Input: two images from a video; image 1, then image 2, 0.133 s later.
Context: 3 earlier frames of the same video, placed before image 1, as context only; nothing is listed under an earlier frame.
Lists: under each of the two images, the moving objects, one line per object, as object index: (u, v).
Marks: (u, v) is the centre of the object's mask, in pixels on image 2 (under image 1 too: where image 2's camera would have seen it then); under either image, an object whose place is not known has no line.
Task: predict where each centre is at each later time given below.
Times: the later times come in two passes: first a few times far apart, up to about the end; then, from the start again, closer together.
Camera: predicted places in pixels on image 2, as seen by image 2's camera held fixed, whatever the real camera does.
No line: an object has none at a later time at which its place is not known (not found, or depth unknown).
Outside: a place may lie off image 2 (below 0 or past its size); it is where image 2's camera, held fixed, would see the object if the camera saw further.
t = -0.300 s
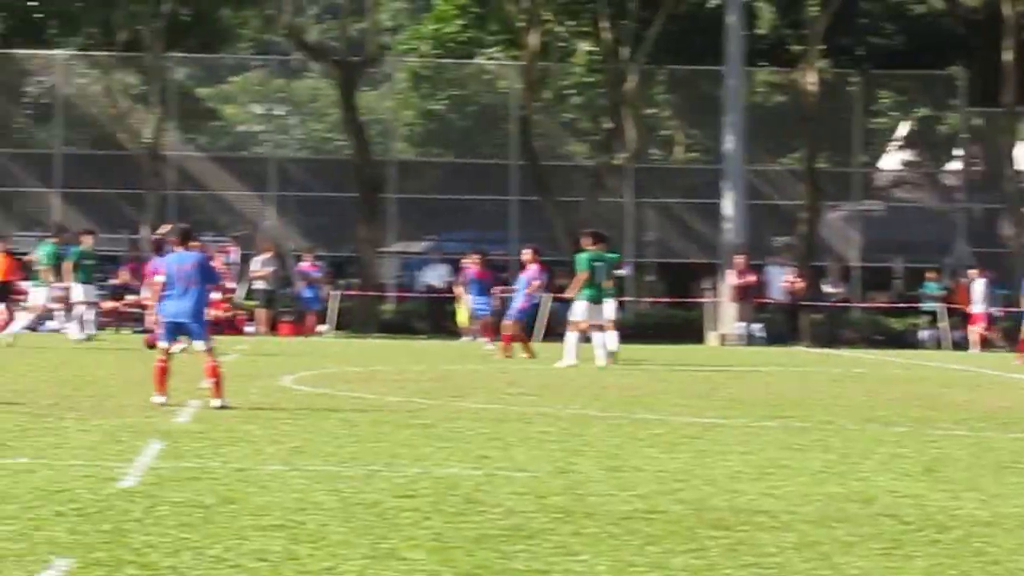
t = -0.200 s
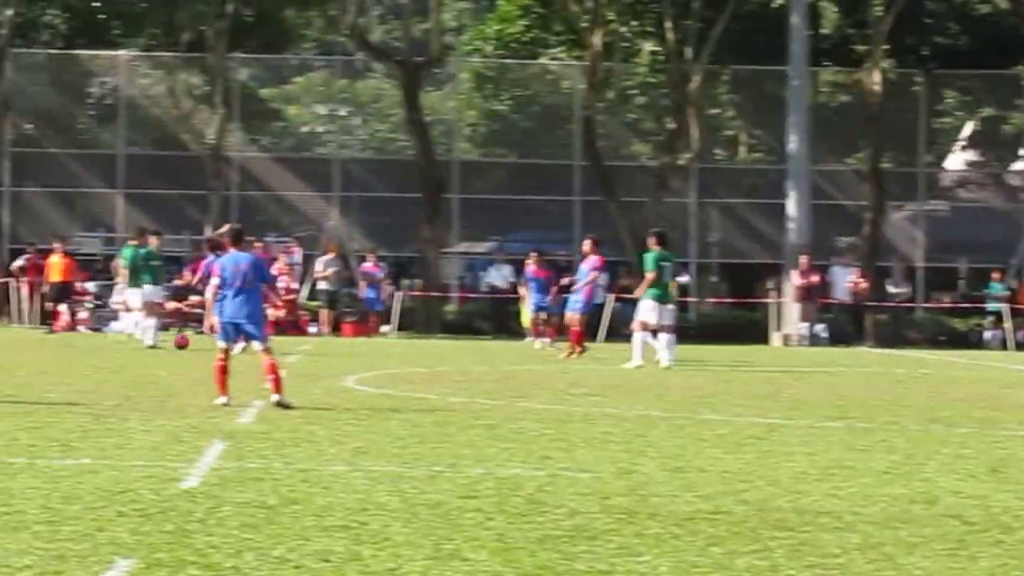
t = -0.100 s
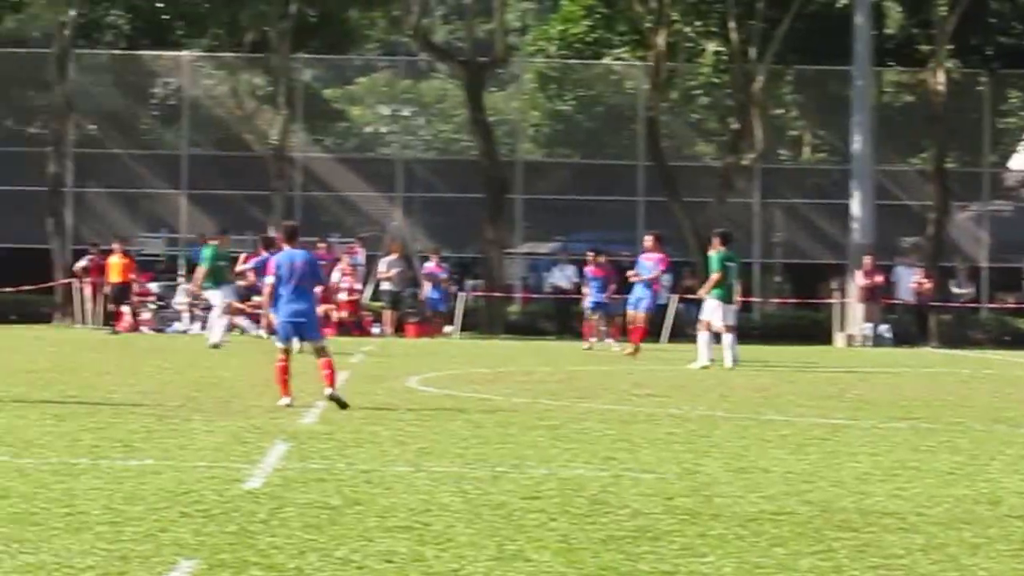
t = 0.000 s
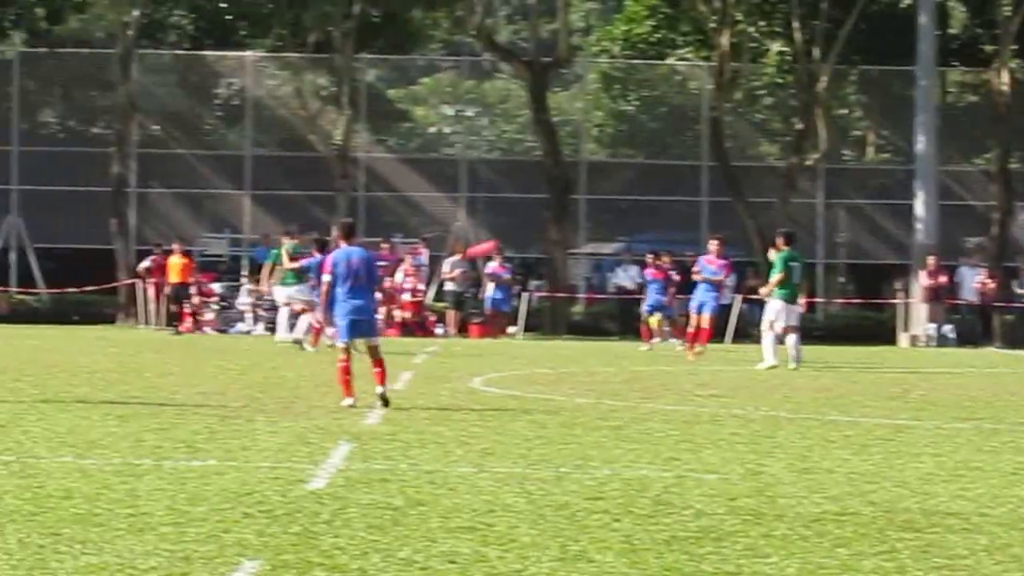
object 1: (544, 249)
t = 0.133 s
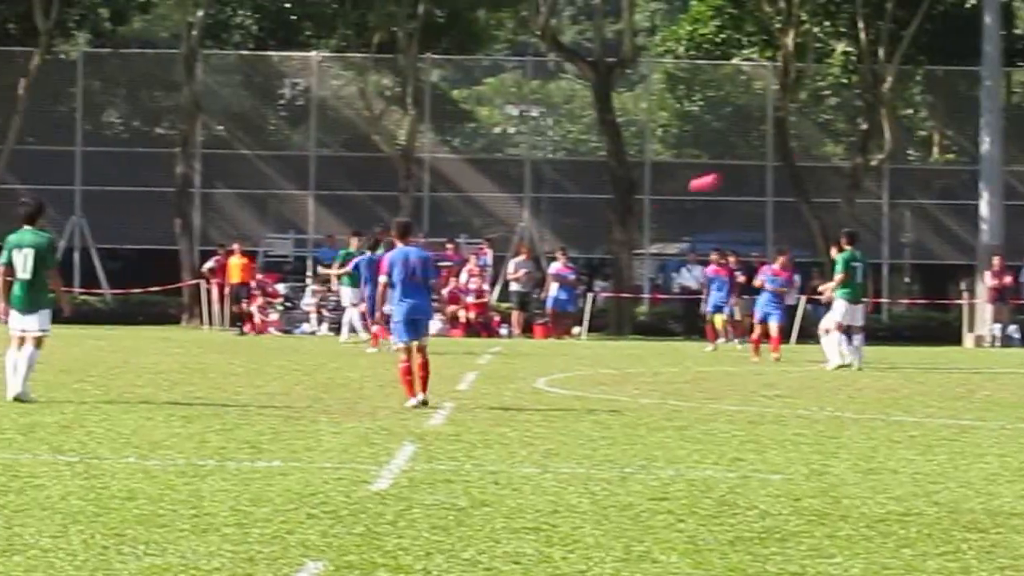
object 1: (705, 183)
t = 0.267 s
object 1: (857, 126)
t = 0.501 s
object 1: (1128, 41)
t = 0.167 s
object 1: (743, 168)
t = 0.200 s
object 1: (781, 153)
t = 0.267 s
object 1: (857, 126)
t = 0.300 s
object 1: (895, 112)
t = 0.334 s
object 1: (934, 99)
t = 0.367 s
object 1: (972, 87)
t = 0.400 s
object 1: (1010, 74)
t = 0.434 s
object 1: (1050, 62)
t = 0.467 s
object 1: (1088, 51)
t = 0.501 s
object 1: (1128, 41)
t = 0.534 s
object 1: (1168, 30)
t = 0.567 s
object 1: (1208, 19)
